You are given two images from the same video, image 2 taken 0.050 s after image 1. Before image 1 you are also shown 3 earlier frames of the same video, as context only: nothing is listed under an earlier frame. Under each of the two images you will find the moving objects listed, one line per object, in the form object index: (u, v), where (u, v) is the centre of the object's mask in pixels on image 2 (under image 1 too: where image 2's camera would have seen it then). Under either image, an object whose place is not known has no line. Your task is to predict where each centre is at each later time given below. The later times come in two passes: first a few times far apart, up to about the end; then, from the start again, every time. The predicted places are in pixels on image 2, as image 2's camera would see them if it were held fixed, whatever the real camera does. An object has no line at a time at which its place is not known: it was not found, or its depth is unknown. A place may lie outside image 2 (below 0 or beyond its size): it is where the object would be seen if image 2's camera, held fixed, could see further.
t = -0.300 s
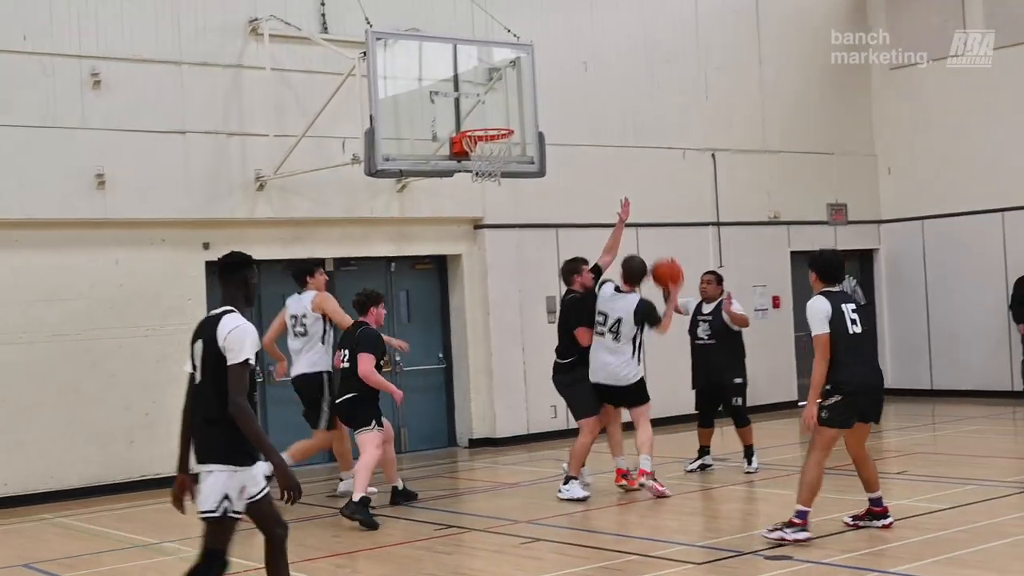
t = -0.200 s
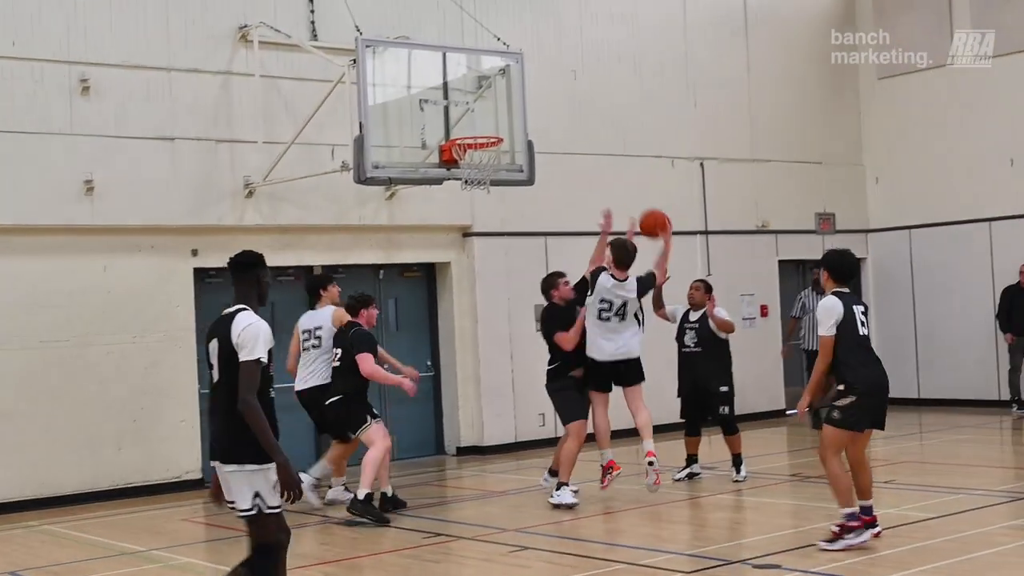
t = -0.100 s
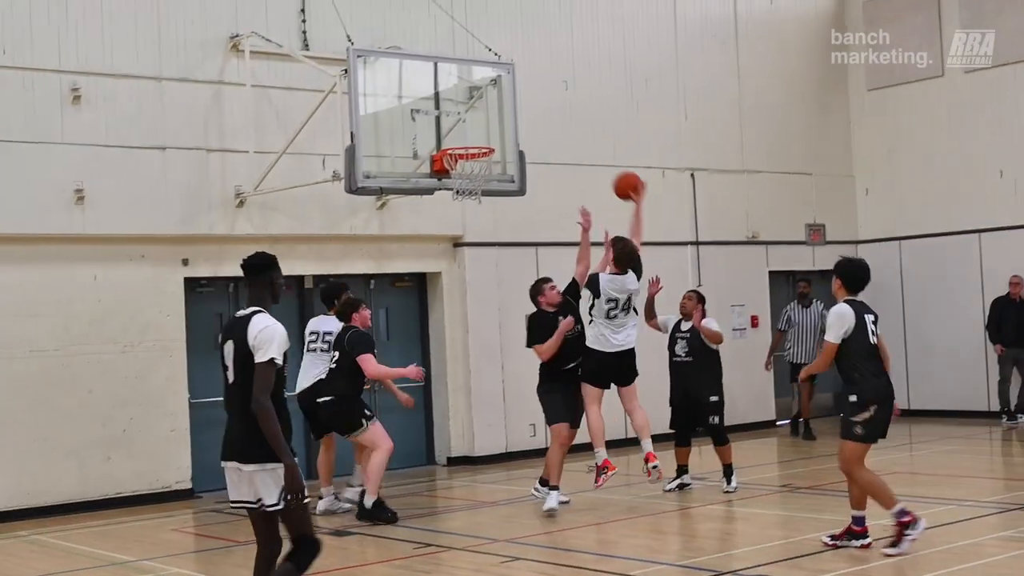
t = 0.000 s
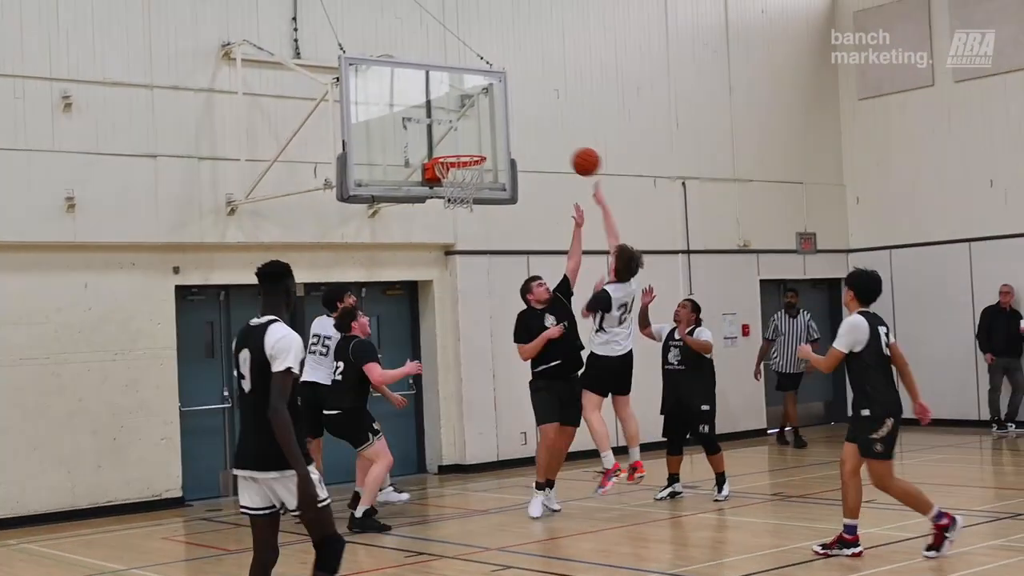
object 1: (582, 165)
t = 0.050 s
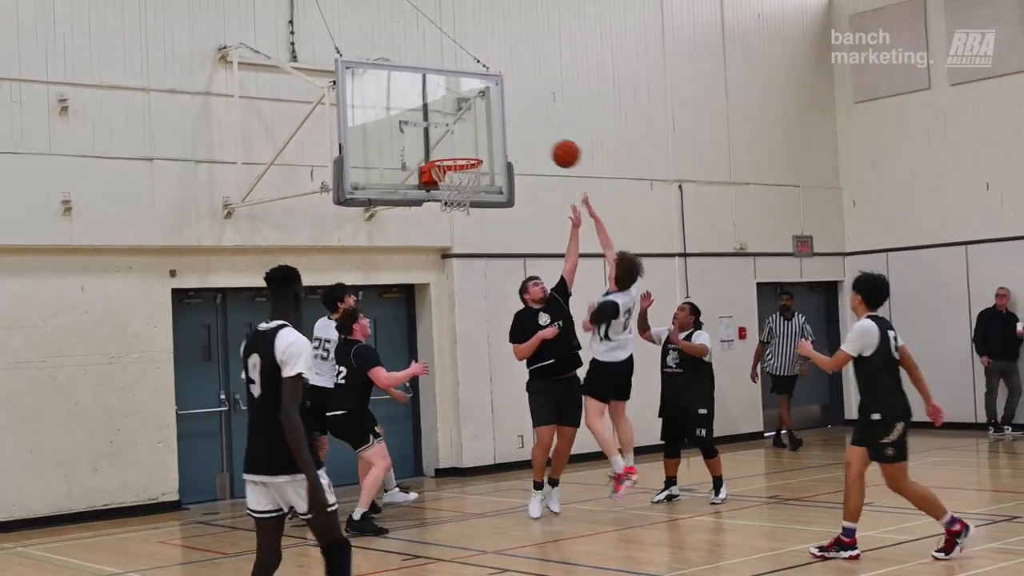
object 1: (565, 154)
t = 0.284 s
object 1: (495, 142)
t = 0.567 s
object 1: (449, 145)
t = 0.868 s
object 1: (454, 150)
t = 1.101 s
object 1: (462, 199)
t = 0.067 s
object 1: (560, 150)
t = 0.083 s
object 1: (555, 148)
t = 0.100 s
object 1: (550, 146)
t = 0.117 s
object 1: (544, 144)
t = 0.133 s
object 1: (539, 142)
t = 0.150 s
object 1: (534, 141)
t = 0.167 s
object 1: (529, 140)
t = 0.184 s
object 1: (524, 139)
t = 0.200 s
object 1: (519, 138)
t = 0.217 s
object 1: (514, 139)
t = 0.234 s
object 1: (509, 139)
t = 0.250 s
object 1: (504, 140)
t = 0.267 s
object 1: (500, 140)
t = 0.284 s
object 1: (495, 142)
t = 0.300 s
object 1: (491, 143)
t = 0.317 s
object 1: (486, 145)
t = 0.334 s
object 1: (482, 146)
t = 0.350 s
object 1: (479, 146)
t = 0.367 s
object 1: (476, 146)
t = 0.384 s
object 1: (474, 146)
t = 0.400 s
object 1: (471, 146)
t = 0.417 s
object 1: (469, 146)
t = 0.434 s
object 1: (466, 147)
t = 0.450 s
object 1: (464, 148)
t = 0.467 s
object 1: (461, 149)
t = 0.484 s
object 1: (459, 150)
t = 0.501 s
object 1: (457, 148)
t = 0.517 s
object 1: (455, 147)
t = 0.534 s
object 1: (453, 147)
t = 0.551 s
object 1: (451, 146)
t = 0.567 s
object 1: (449, 145)
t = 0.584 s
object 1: (447, 145)
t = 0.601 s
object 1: (445, 144)
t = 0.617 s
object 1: (445, 143)
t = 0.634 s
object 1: (445, 141)
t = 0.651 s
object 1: (446, 140)
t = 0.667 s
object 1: (446, 140)
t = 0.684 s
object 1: (447, 139)
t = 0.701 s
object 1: (447, 139)
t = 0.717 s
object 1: (448, 139)
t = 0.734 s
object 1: (449, 140)
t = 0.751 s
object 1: (449, 140)
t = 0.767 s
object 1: (450, 141)
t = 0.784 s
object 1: (451, 143)
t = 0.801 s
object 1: (451, 144)
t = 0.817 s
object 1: (452, 146)
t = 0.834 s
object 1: (453, 148)
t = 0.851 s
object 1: (453, 149)
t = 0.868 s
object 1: (454, 150)
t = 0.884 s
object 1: (455, 152)
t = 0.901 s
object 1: (456, 161)
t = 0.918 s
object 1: (457, 164)
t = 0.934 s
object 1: (458, 169)
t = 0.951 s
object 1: (459, 173)
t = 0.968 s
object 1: (461, 179)
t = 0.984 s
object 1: (460, 182)
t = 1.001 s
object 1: (461, 186)
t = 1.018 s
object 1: (461, 188)
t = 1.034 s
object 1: (461, 191)
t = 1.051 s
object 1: (461, 193)
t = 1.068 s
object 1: (462, 195)
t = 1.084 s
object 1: (462, 197)
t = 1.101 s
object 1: (462, 199)
